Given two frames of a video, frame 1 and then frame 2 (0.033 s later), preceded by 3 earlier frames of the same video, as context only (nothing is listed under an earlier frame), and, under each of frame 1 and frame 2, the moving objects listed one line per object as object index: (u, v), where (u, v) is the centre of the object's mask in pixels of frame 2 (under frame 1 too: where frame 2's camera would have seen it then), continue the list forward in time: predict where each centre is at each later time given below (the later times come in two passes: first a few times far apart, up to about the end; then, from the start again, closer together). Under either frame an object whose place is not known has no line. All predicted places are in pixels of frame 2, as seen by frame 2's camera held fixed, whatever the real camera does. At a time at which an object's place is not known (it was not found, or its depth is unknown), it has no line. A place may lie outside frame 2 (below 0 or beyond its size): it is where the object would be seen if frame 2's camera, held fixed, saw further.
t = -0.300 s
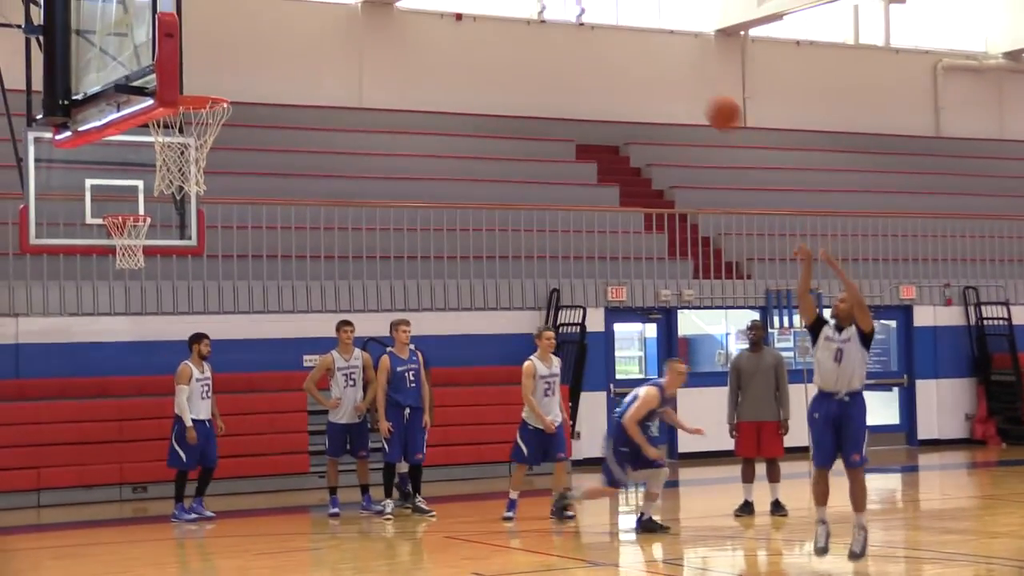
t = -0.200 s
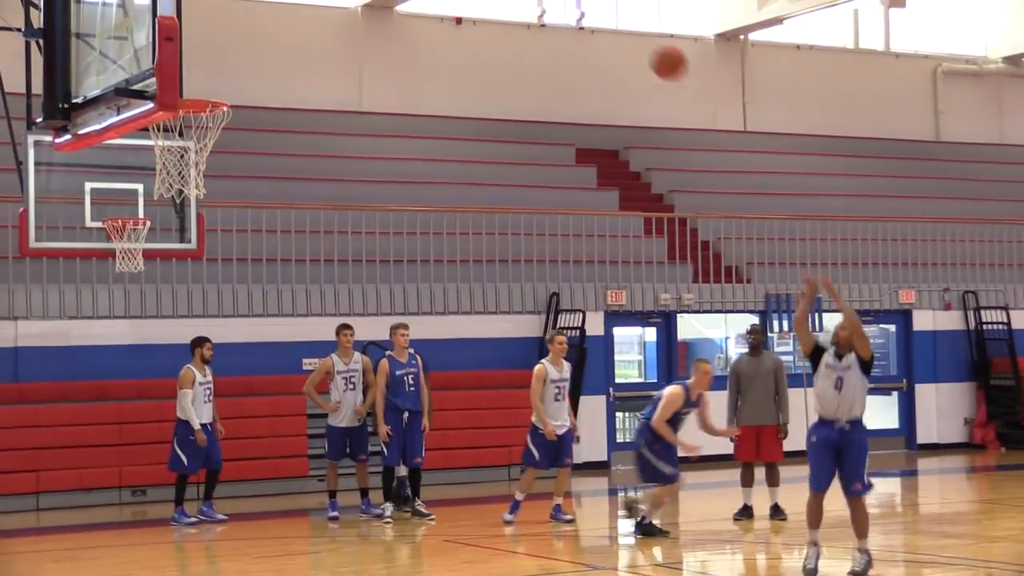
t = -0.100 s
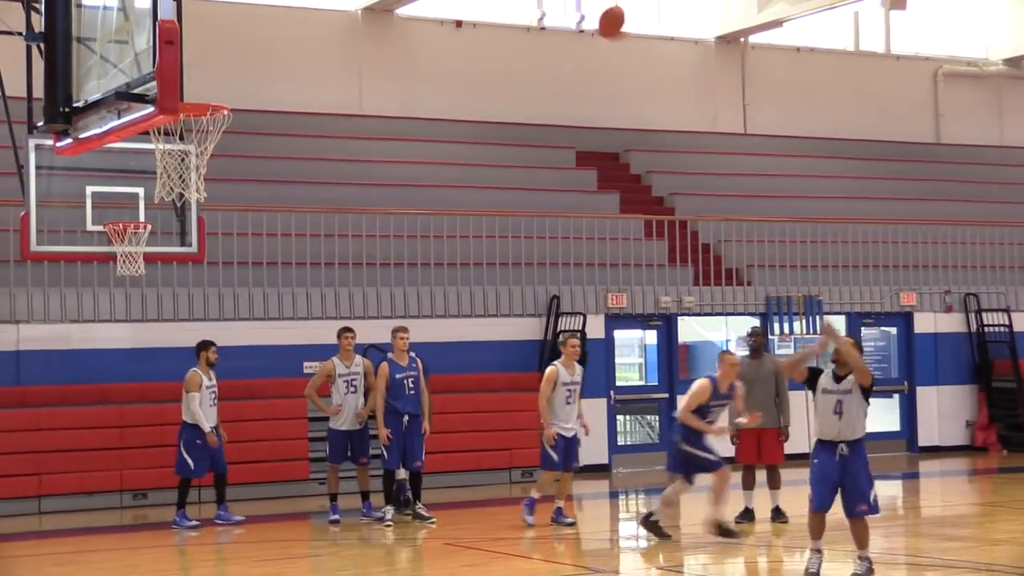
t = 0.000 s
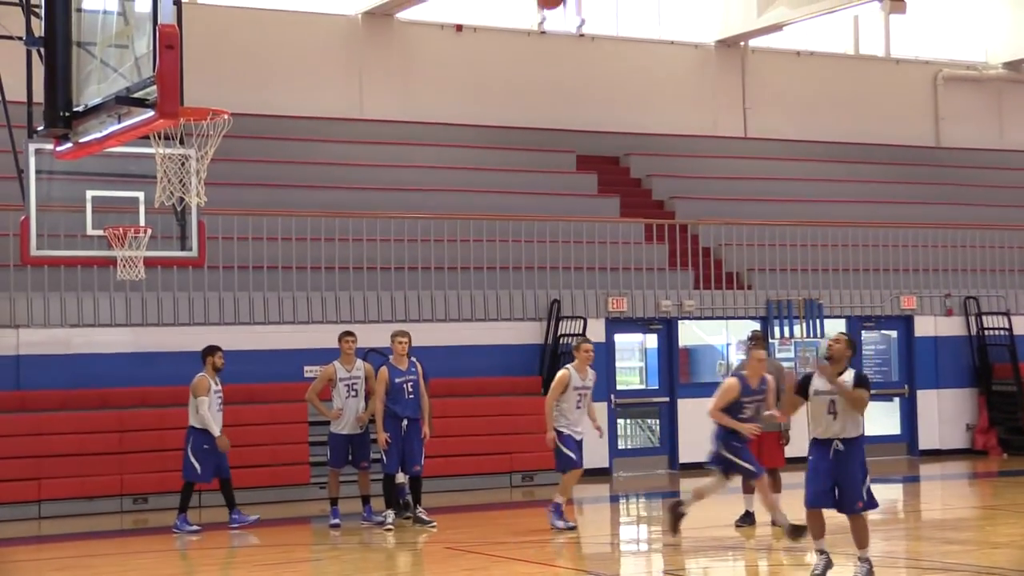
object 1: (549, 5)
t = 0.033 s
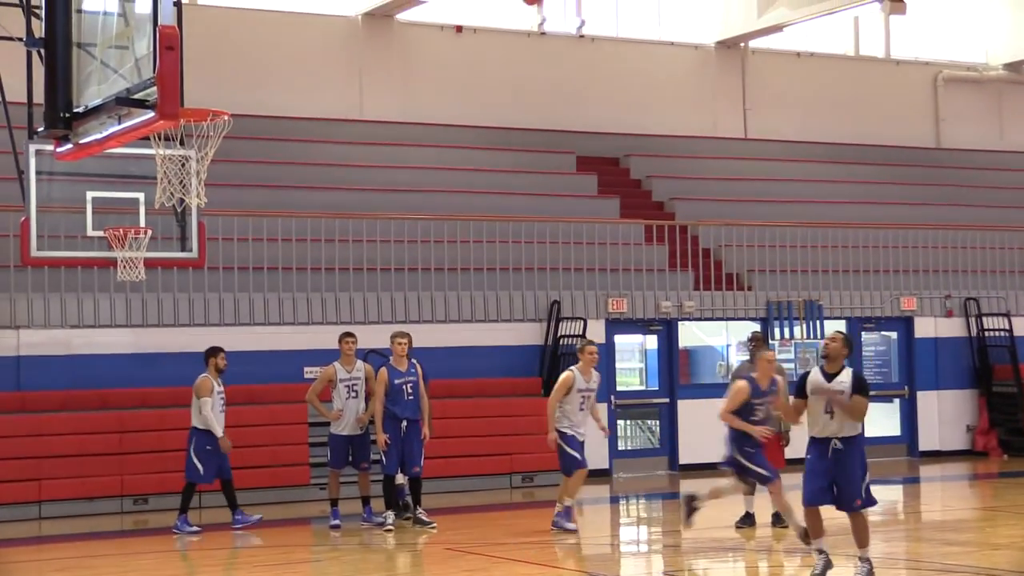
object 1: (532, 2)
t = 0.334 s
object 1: (341, 12)
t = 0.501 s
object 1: (224, 71)
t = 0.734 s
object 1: (175, 228)
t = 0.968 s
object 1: (203, 455)
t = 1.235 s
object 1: (255, 548)
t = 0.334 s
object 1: (341, 12)
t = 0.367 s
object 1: (317, 18)
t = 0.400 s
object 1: (294, 26)
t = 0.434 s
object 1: (271, 37)
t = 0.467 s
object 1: (247, 53)
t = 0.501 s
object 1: (224, 71)
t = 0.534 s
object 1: (202, 89)
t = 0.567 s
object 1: (190, 101)
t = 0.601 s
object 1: (160, 145)
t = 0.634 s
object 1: (162, 163)
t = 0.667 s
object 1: (166, 179)
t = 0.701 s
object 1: (171, 203)
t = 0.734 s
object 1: (175, 228)
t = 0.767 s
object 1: (179, 253)
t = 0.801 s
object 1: (183, 279)
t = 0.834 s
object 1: (188, 310)
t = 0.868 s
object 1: (192, 347)
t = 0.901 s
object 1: (196, 380)
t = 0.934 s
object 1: (199, 416)
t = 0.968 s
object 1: (203, 455)
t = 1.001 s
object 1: (207, 497)
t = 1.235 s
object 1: (255, 548)
